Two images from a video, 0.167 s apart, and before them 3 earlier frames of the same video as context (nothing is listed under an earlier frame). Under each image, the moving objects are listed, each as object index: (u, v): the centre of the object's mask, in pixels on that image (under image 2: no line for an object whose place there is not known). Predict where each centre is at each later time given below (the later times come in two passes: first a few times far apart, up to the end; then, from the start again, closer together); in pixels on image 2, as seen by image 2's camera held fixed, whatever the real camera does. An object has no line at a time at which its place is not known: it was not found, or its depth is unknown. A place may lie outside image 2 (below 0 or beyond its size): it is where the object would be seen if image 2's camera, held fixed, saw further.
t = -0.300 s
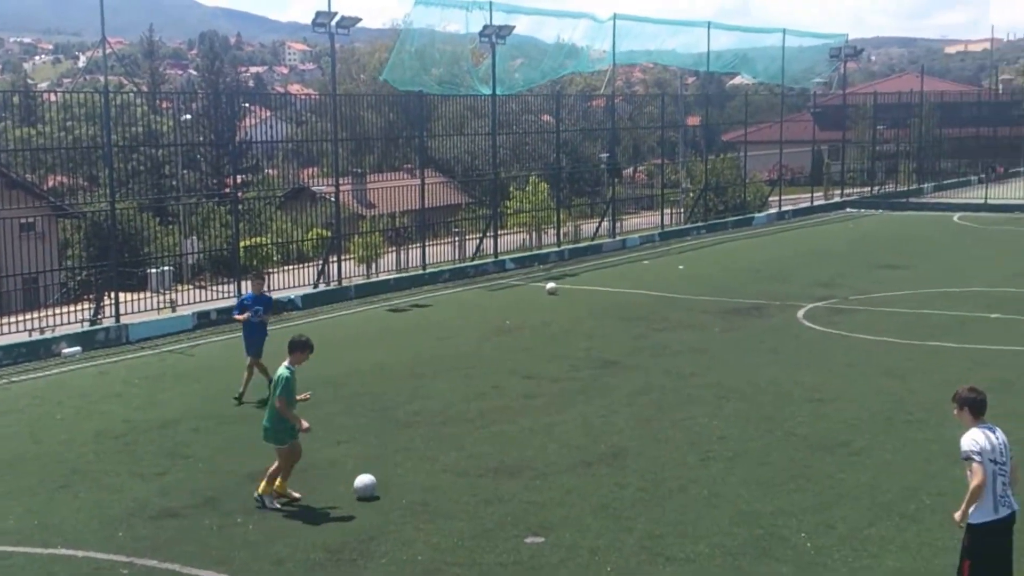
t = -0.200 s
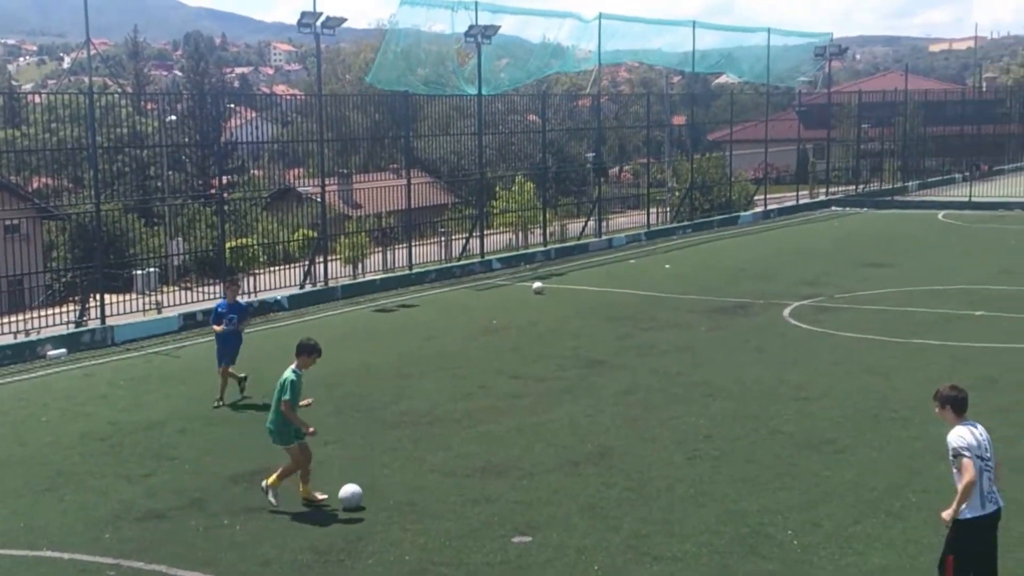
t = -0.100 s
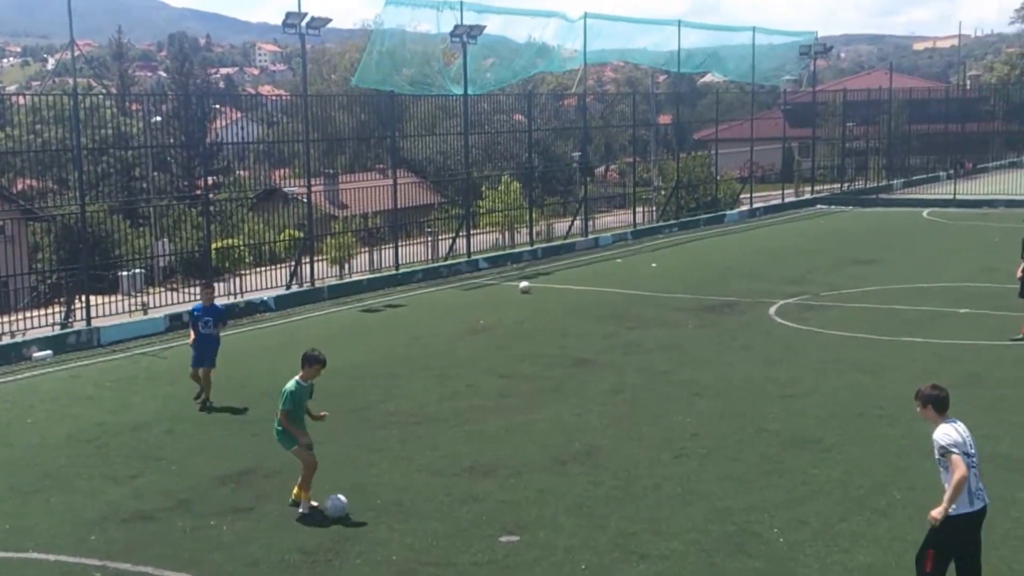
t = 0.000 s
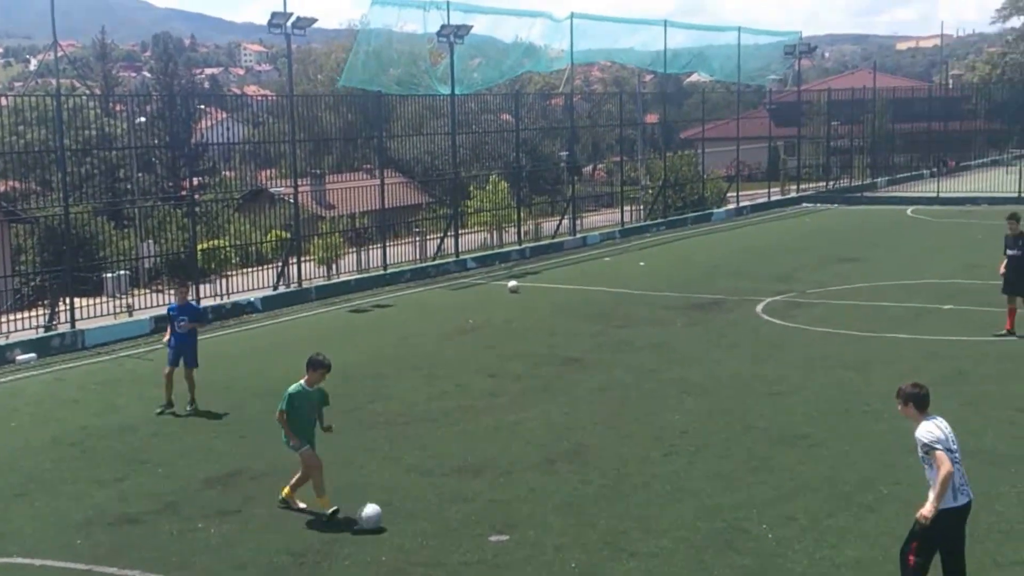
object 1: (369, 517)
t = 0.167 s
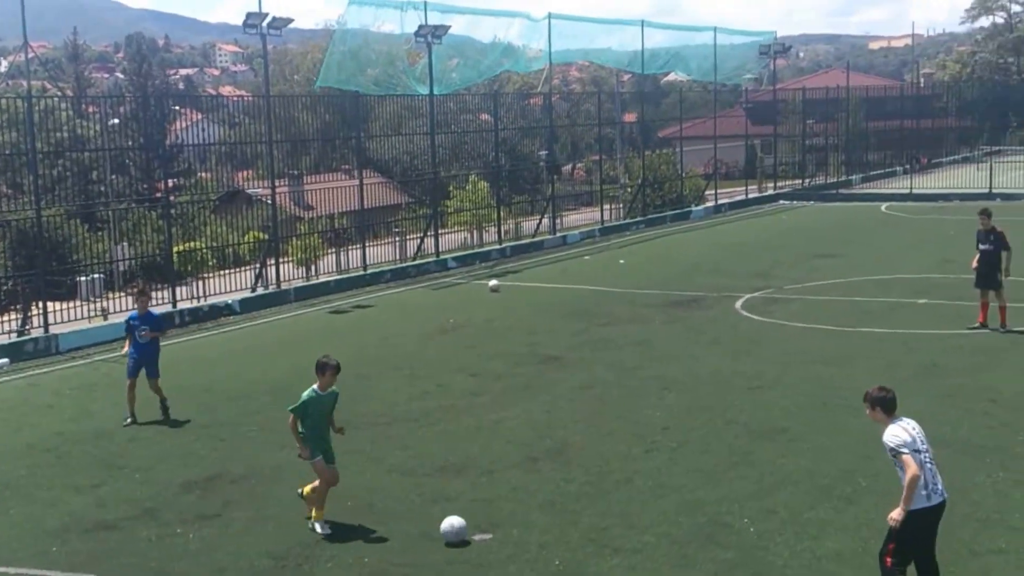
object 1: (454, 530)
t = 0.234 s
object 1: (488, 535)
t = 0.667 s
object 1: (700, 563)
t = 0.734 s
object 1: (736, 569)
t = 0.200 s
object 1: (472, 533)
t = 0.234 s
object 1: (488, 535)
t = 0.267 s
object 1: (505, 538)
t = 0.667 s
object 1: (700, 563)
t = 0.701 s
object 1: (717, 566)
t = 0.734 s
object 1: (736, 569)
